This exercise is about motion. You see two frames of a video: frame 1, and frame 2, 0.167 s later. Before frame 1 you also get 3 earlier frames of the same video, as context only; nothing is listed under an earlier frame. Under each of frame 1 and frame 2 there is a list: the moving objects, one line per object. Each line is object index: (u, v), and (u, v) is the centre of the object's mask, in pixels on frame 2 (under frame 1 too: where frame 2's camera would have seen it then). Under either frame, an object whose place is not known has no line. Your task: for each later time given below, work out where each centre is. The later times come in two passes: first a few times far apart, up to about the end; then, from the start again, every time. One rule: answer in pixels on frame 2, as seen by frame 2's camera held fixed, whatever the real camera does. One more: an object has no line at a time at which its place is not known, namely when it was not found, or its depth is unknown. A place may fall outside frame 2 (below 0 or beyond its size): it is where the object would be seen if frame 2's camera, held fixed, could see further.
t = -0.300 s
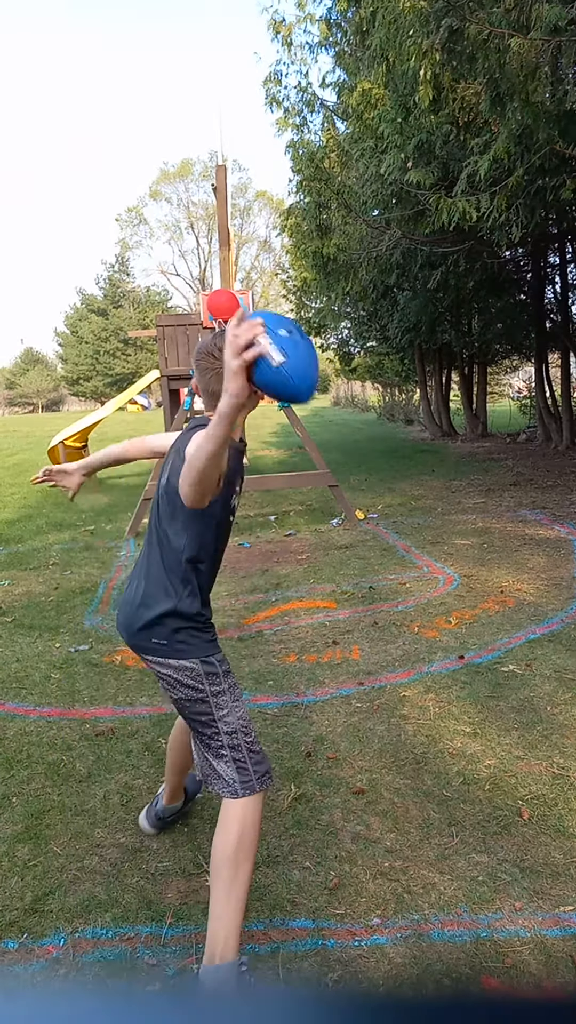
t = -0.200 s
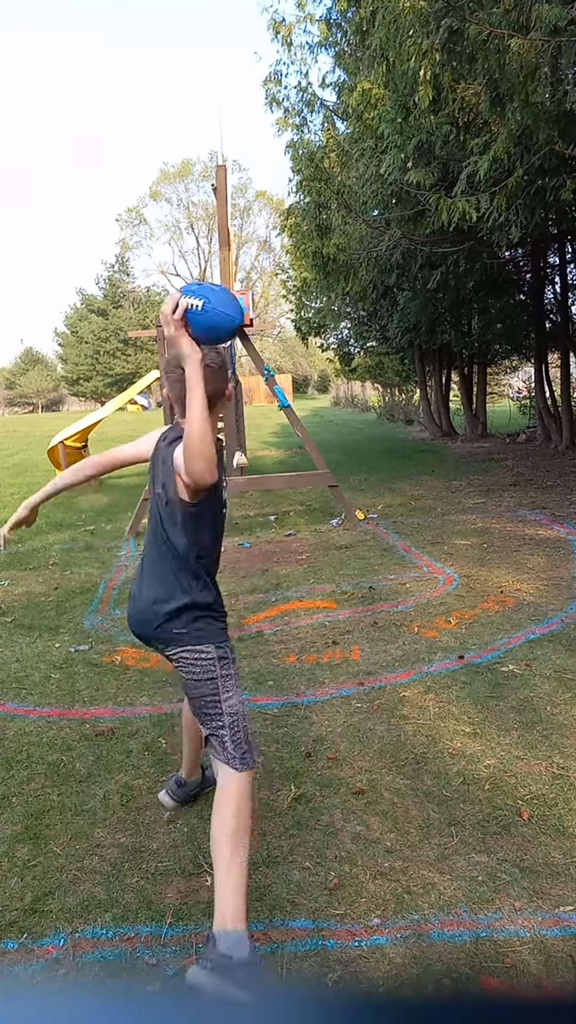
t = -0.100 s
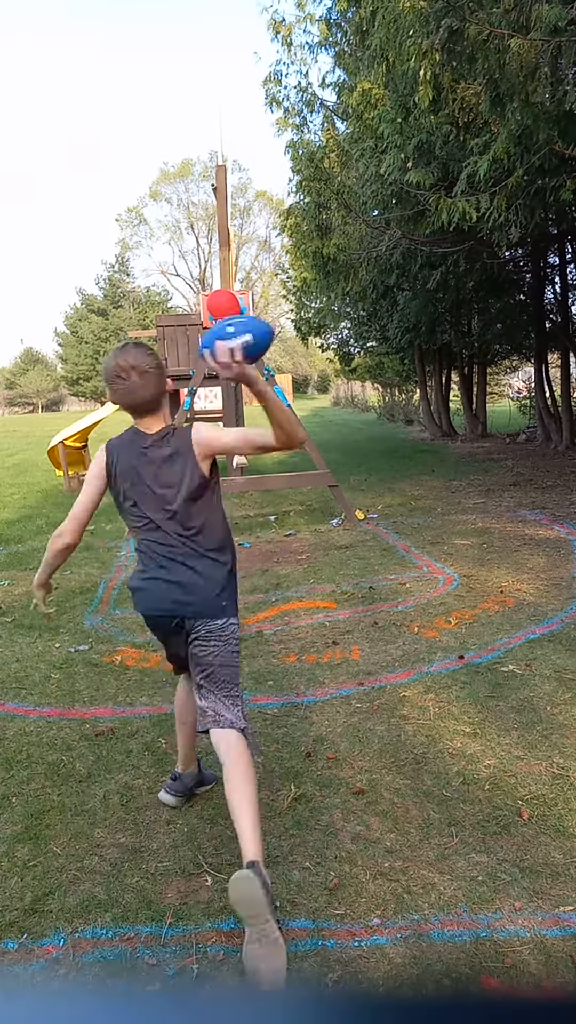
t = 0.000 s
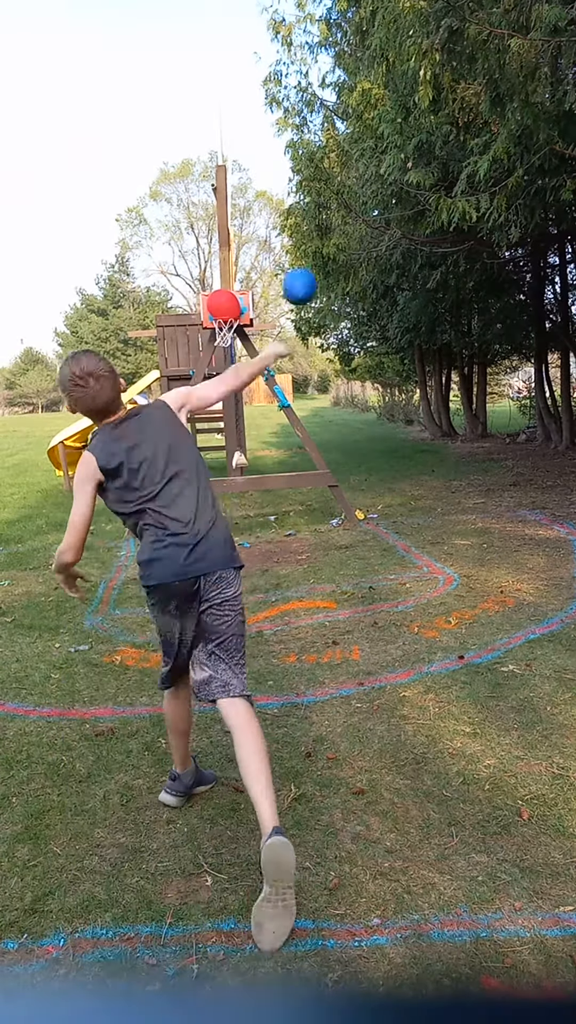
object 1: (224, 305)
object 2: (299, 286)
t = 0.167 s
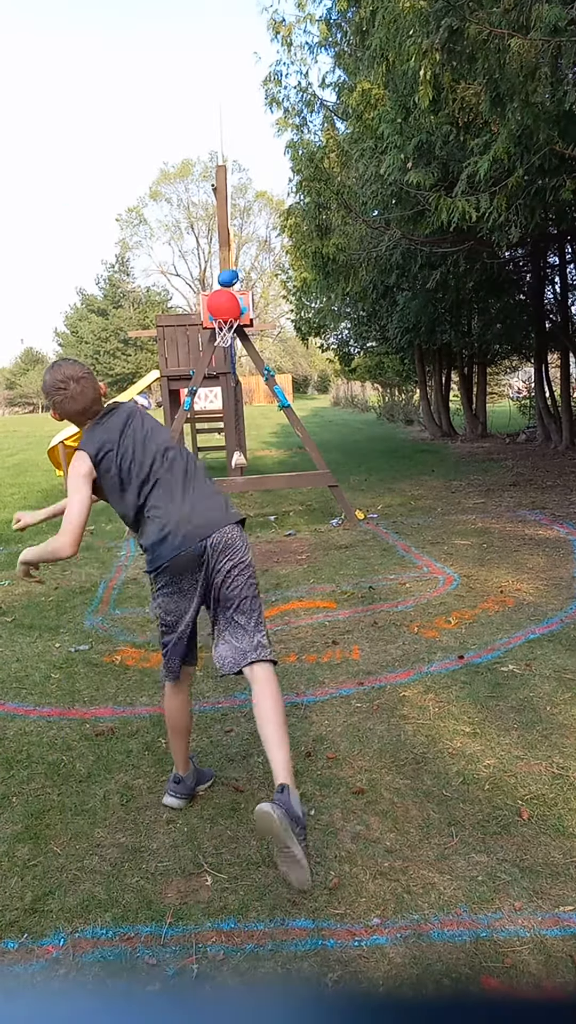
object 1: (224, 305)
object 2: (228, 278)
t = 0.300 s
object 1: (213, 287)
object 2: (176, 258)
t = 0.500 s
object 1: (184, 283)
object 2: (19, 197)
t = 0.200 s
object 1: (224, 306)
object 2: (222, 281)
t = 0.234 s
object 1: (223, 305)
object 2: (218, 283)
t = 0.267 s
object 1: (217, 292)
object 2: (205, 272)
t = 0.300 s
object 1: (213, 287)
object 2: (176, 258)
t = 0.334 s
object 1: (208, 284)
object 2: (148, 244)
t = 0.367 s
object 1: (204, 282)
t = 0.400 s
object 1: (199, 281)
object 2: (95, 221)
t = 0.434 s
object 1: (194, 282)
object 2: (68, 211)
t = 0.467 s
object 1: (189, 282)
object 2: (43, 204)
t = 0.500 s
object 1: (184, 283)
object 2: (19, 197)
